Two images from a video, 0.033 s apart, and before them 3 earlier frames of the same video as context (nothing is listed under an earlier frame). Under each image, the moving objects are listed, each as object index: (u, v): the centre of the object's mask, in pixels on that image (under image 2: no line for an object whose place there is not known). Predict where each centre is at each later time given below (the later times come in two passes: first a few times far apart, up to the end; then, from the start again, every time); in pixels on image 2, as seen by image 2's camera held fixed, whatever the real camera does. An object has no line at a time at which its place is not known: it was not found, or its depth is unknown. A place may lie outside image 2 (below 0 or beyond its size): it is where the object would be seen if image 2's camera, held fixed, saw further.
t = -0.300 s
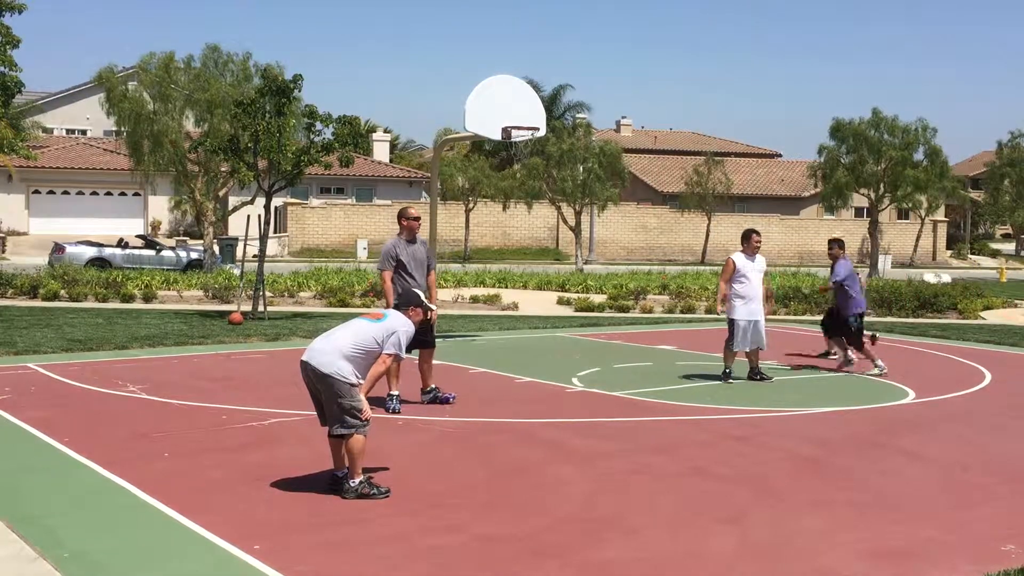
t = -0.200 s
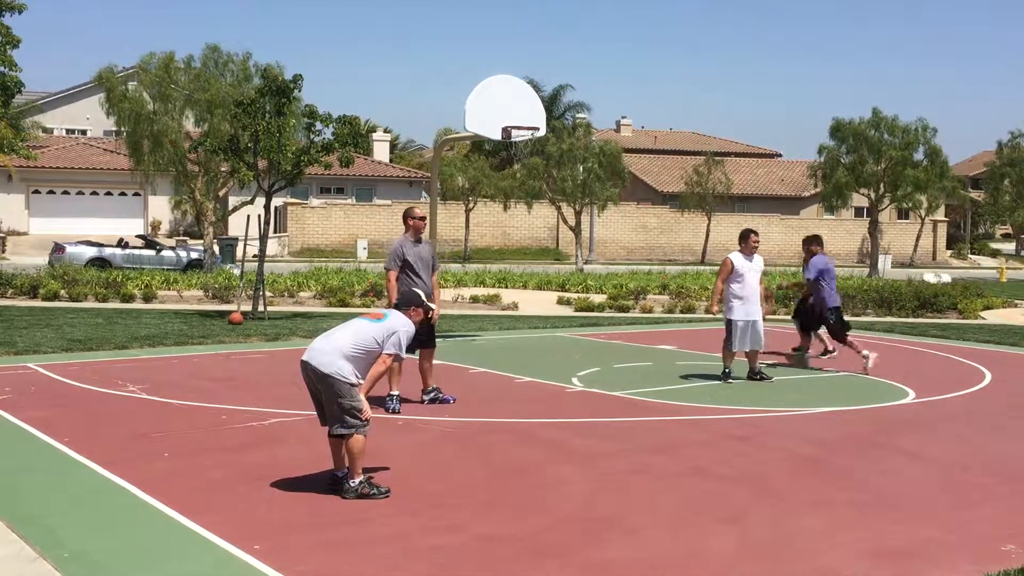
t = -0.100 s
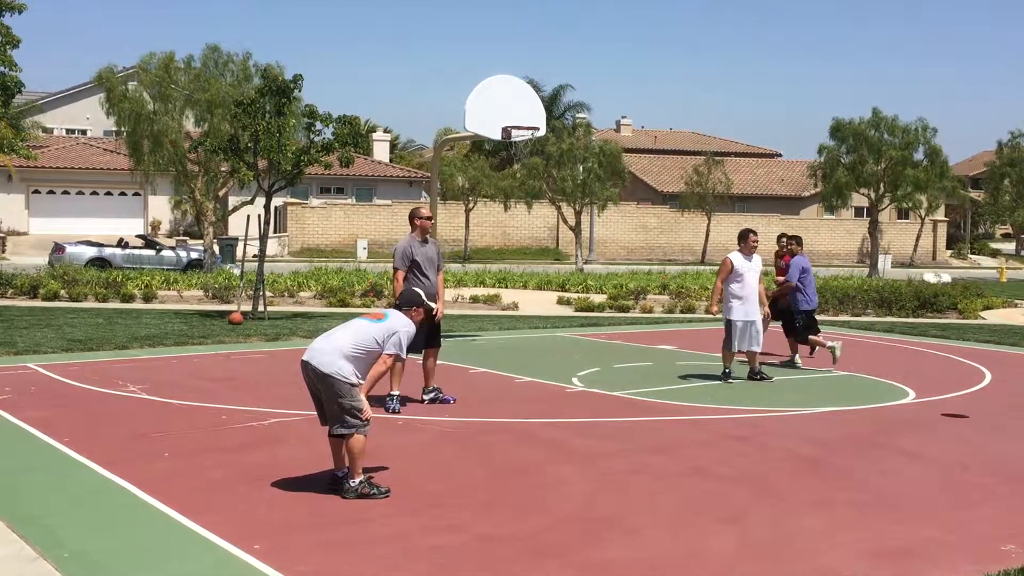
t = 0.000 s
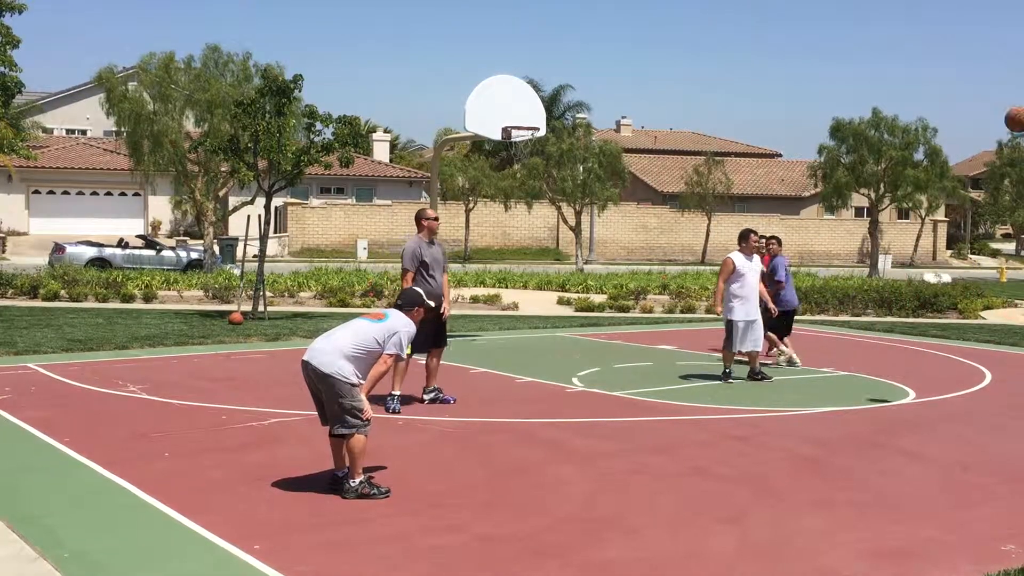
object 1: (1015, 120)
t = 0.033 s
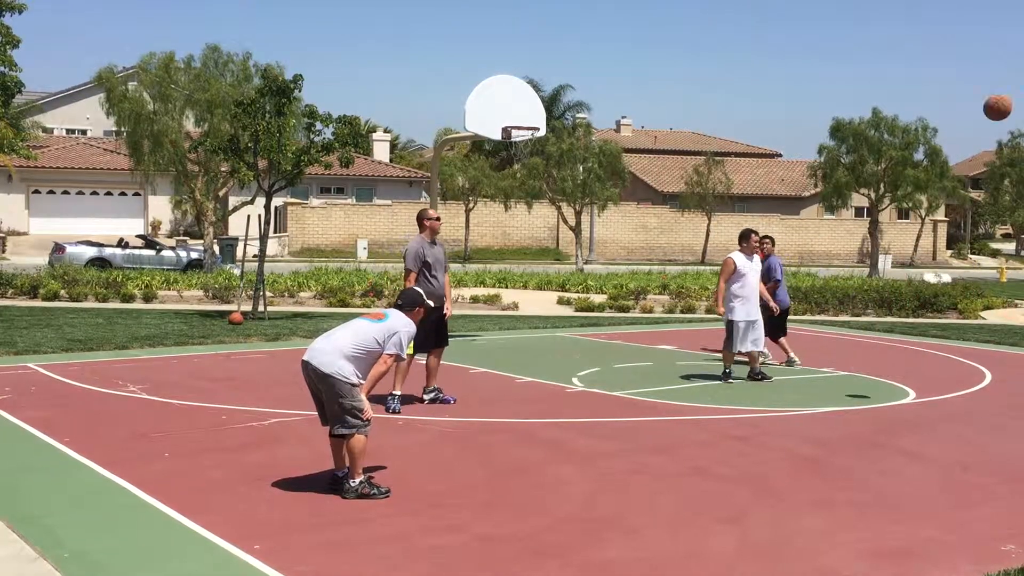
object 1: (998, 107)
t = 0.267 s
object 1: (865, 68)
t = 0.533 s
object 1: (748, 88)
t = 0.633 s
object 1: (711, 110)
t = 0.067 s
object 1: (977, 98)
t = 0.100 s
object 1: (957, 89)
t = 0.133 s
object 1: (937, 82)
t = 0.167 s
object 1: (918, 78)
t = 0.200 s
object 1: (900, 74)
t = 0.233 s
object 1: (882, 70)
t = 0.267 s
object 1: (865, 68)
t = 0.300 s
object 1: (849, 67)
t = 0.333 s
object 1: (833, 67)
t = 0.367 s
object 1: (818, 68)
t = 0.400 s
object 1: (803, 71)
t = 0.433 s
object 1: (789, 74)
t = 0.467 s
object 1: (775, 78)
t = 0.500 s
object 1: (761, 83)
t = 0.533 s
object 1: (748, 88)
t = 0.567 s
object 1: (736, 94)
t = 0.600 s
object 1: (723, 101)
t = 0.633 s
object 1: (711, 110)
